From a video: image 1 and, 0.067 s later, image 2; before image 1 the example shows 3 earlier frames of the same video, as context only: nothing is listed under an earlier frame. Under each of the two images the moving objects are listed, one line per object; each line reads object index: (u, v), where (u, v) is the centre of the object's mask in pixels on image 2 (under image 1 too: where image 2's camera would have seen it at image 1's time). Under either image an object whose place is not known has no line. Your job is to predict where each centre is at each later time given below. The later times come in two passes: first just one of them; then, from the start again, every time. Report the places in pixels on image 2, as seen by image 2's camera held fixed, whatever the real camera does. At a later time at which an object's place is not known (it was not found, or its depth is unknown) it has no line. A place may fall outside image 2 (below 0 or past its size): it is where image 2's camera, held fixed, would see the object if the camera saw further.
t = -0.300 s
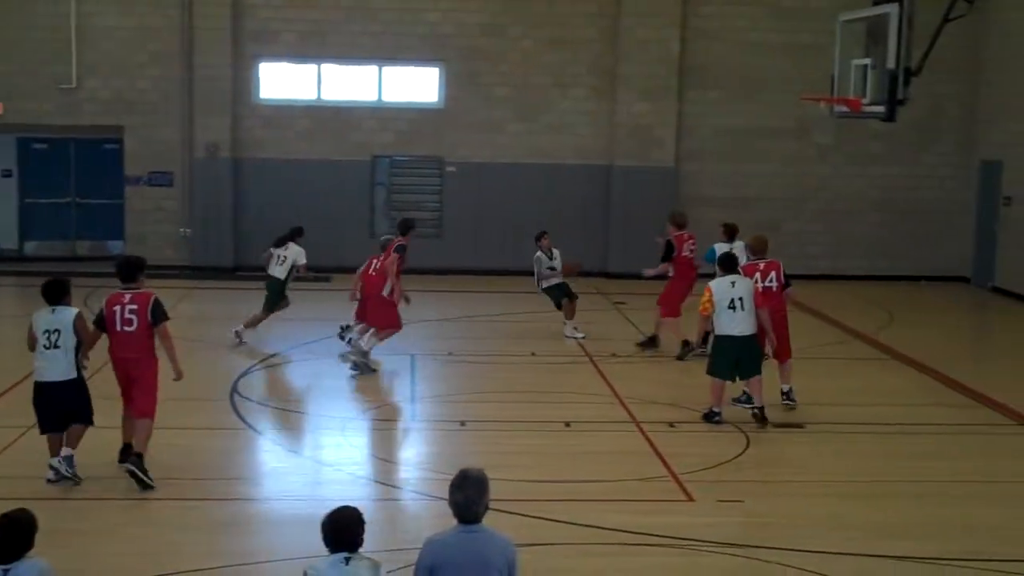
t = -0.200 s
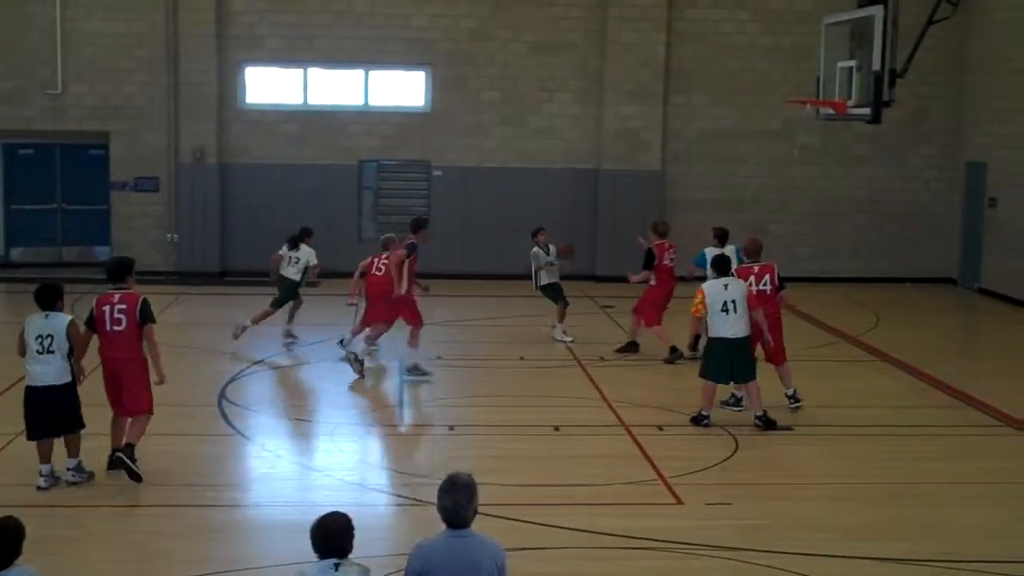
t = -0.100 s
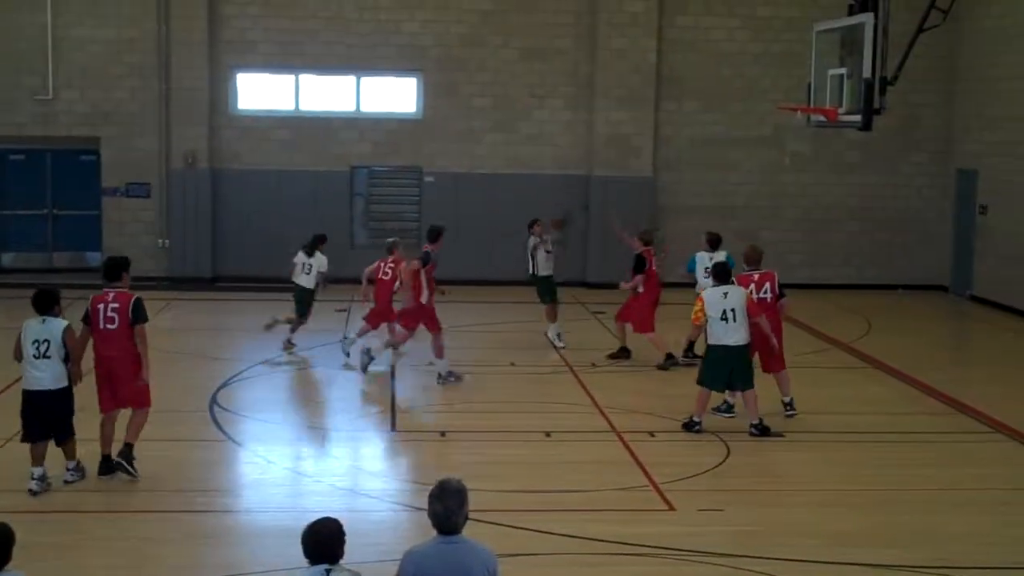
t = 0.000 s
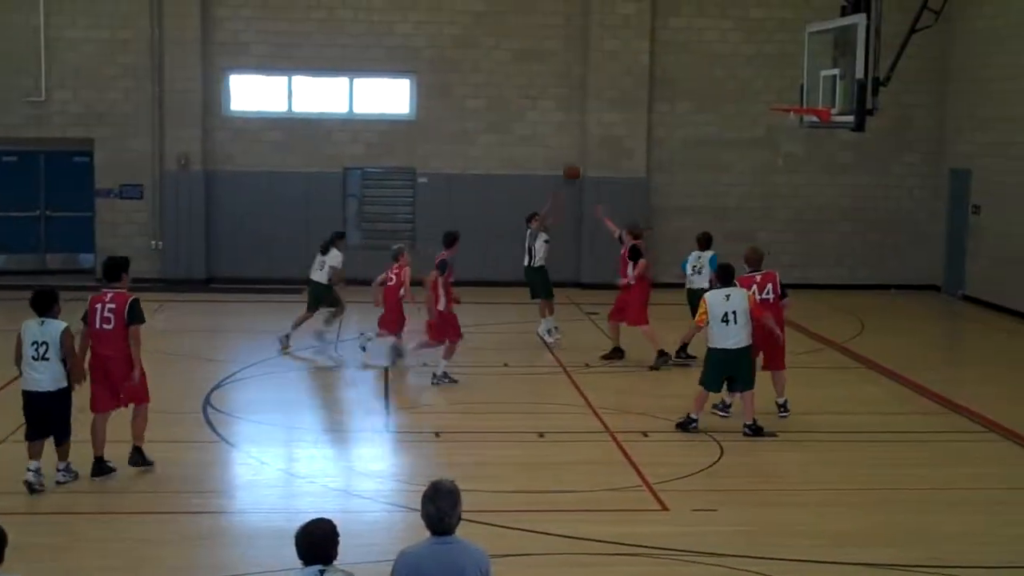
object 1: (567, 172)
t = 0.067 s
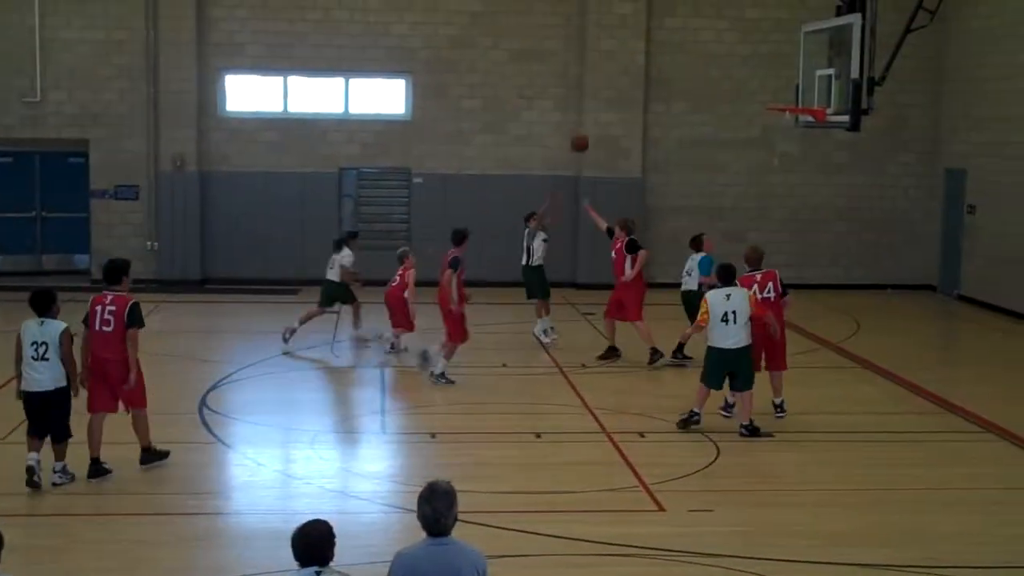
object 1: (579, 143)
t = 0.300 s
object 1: (624, 63)
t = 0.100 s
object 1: (586, 129)
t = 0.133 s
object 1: (591, 116)
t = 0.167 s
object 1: (598, 104)
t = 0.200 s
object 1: (604, 92)
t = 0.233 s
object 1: (611, 82)
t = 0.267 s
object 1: (617, 72)
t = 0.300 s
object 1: (624, 63)
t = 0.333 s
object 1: (630, 55)
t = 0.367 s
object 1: (637, 48)
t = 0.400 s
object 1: (644, 42)
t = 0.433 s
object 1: (652, 36)
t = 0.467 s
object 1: (658, 31)
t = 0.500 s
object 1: (665, 28)
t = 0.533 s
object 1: (673, 25)
